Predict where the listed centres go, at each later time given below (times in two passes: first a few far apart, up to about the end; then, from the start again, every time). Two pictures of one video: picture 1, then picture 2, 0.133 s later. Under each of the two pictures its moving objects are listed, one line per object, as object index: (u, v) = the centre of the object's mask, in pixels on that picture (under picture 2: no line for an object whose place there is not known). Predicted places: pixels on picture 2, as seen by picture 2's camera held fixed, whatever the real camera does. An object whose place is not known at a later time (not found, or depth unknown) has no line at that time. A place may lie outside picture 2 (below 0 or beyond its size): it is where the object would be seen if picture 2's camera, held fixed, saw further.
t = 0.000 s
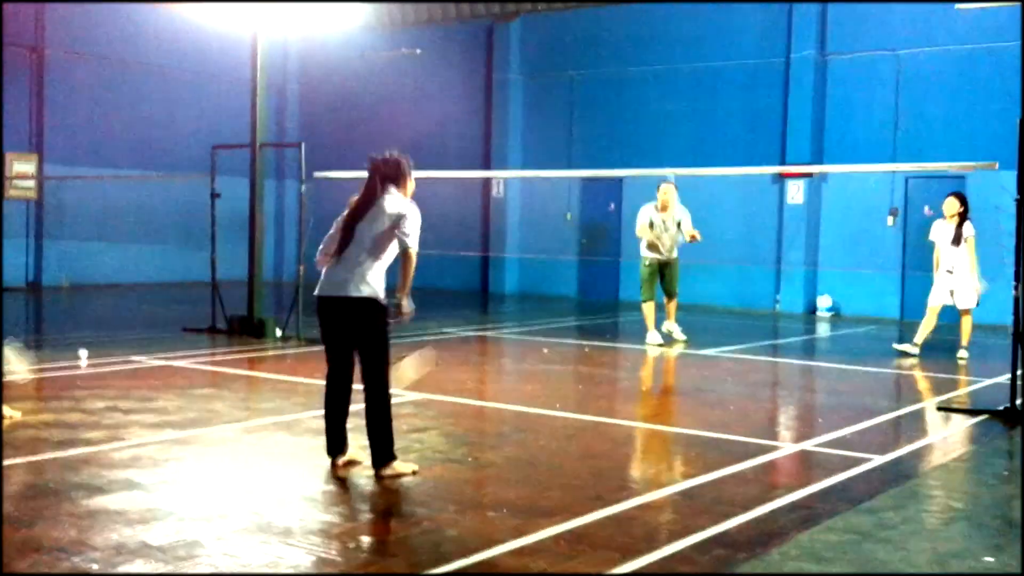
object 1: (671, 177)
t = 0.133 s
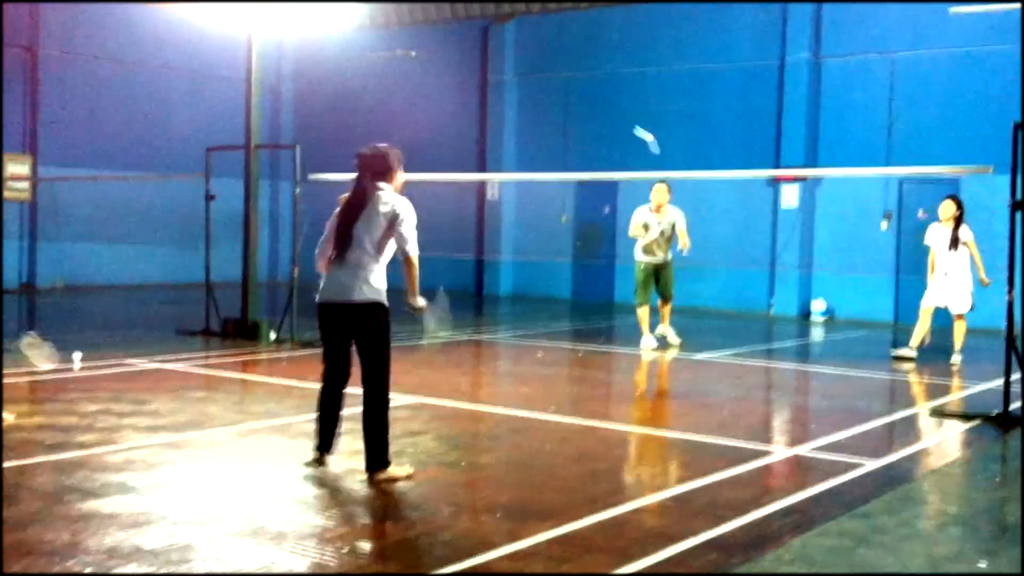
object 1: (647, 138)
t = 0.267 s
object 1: (623, 102)
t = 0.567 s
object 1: (561, 104)
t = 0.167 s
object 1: (639, 127)
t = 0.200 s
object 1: (630, 116)
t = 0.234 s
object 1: (625, 110)
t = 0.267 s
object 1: (623, 102)
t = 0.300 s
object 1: (616, 97)
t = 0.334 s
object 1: (608, 92)
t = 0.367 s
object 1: (602, 90)
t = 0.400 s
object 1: (596, 88)
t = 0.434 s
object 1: (589, 88)
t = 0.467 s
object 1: (582, 89)
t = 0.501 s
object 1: (575, 92)
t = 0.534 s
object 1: (568, 98)
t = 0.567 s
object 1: (561, 104)
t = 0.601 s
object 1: (556, 109)
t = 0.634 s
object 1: (547, 121)
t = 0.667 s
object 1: (537, 137)
